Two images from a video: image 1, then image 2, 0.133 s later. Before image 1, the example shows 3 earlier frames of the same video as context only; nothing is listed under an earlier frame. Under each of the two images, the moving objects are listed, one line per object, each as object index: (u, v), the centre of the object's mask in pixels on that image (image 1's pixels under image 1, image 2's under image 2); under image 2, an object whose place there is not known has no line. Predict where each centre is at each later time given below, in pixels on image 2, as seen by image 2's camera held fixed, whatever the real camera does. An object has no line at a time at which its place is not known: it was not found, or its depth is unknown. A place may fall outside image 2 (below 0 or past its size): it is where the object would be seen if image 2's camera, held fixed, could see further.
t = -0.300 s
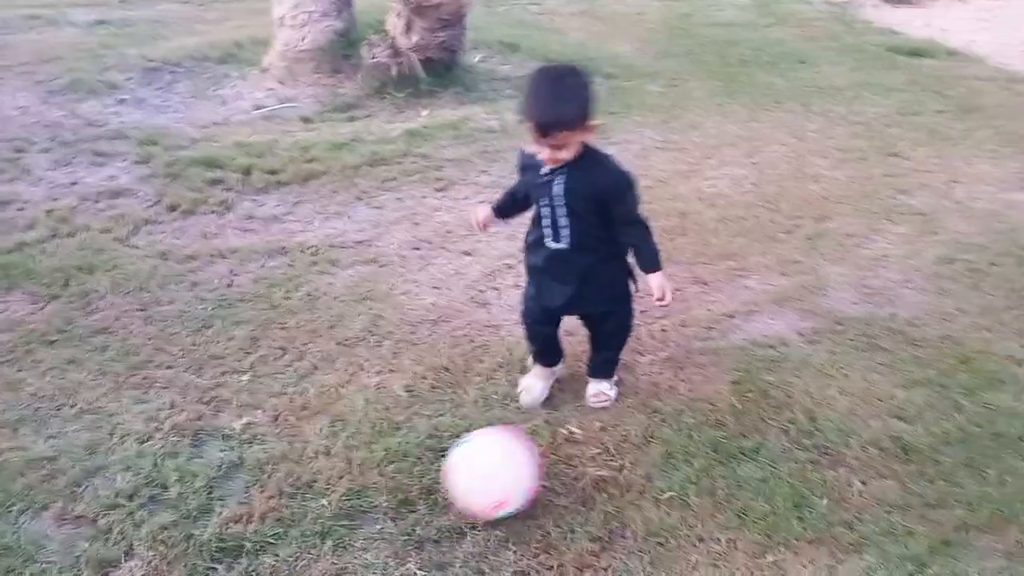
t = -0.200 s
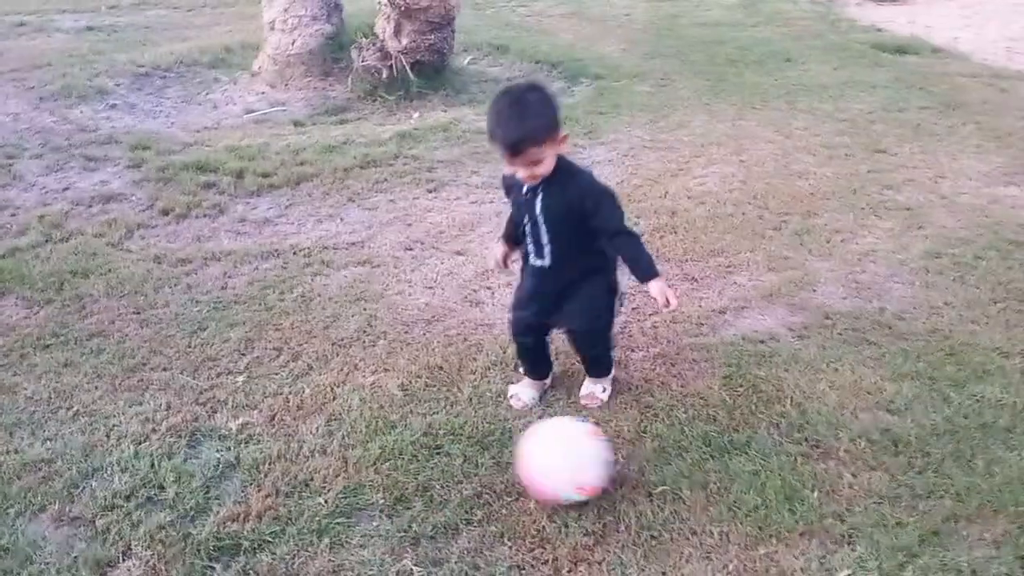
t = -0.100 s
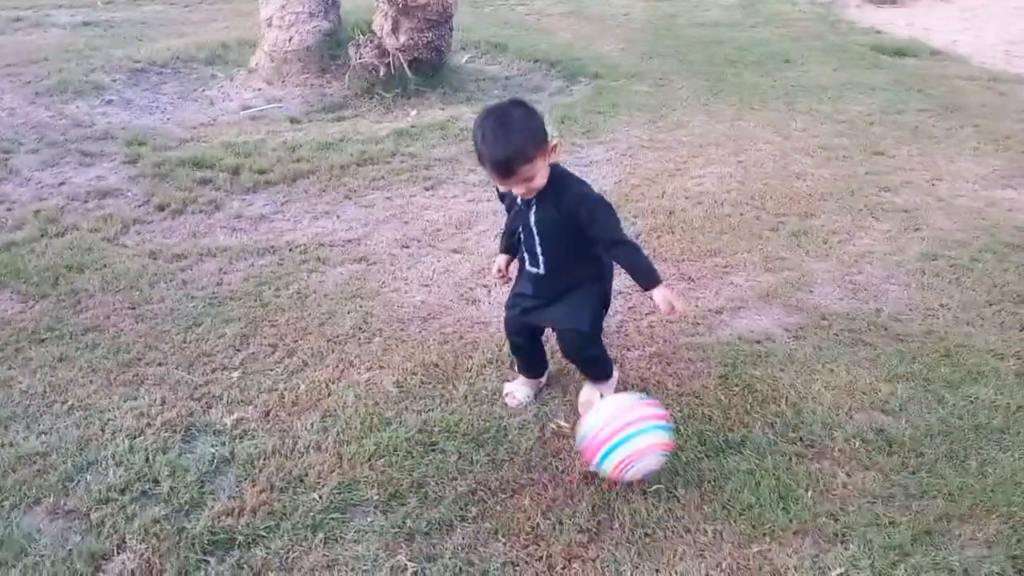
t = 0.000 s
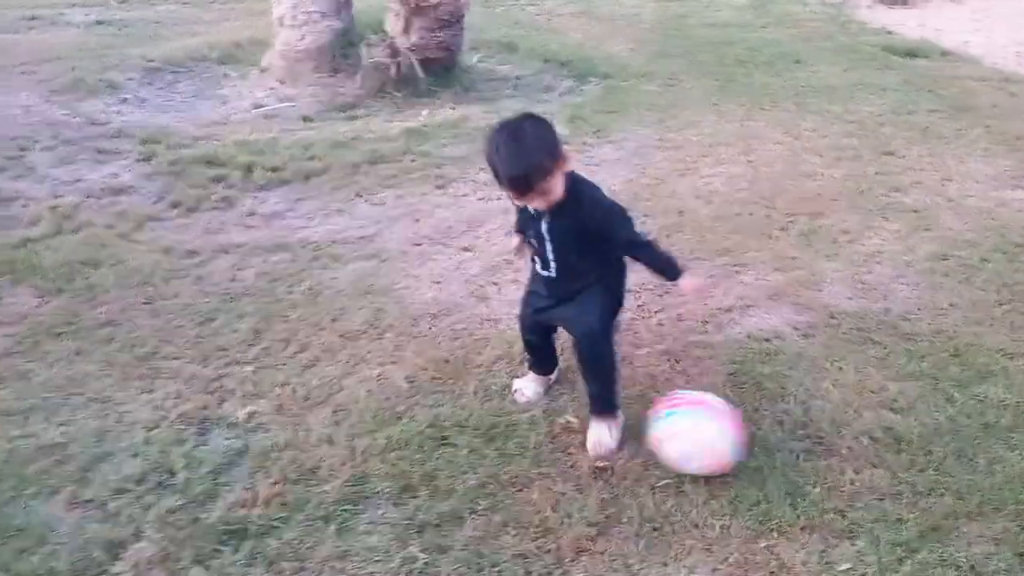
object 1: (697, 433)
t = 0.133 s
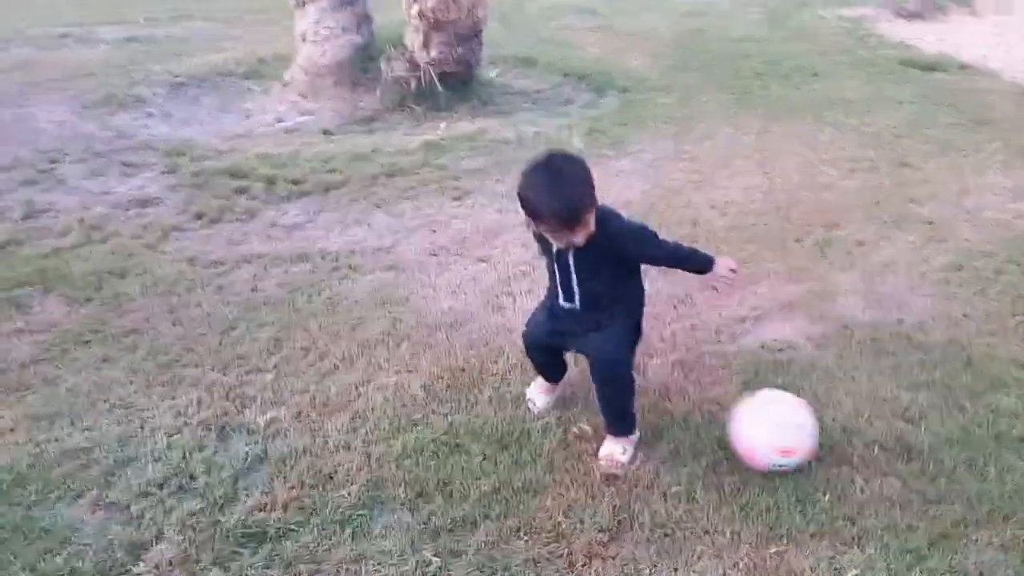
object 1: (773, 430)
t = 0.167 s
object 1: (788, 428)
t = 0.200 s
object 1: (800, 425)
